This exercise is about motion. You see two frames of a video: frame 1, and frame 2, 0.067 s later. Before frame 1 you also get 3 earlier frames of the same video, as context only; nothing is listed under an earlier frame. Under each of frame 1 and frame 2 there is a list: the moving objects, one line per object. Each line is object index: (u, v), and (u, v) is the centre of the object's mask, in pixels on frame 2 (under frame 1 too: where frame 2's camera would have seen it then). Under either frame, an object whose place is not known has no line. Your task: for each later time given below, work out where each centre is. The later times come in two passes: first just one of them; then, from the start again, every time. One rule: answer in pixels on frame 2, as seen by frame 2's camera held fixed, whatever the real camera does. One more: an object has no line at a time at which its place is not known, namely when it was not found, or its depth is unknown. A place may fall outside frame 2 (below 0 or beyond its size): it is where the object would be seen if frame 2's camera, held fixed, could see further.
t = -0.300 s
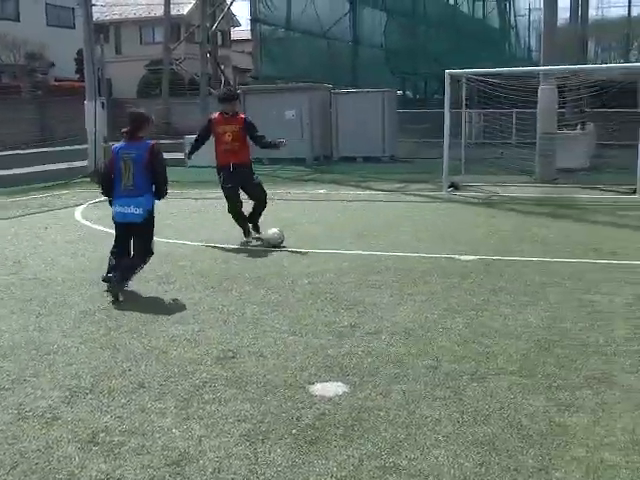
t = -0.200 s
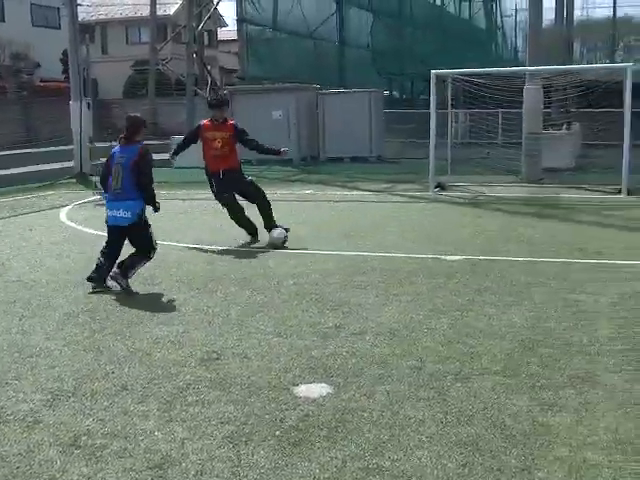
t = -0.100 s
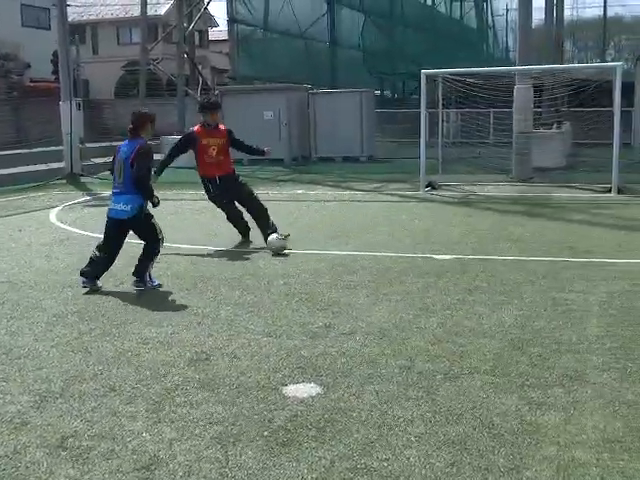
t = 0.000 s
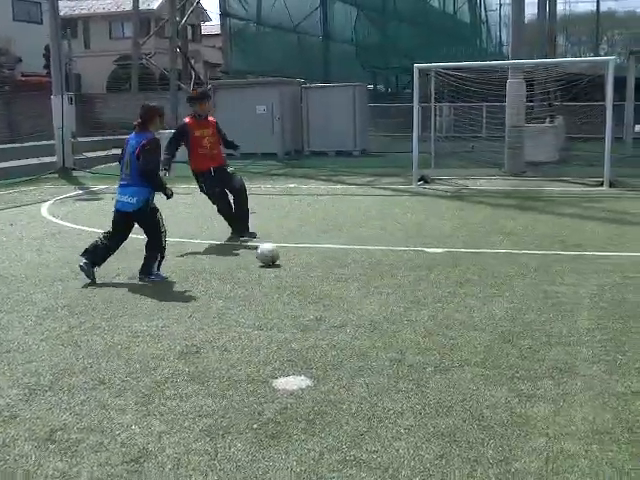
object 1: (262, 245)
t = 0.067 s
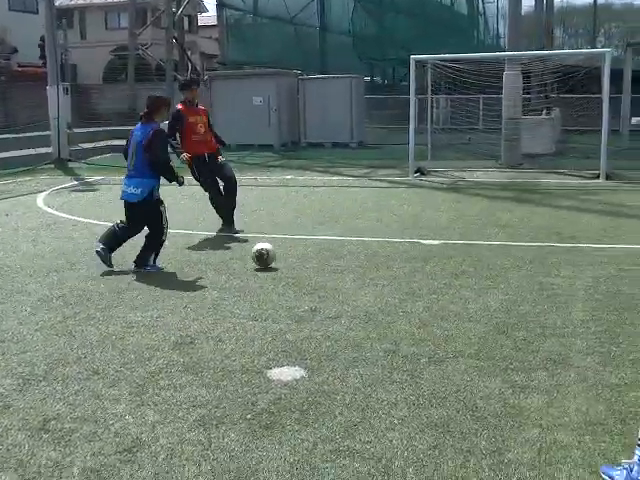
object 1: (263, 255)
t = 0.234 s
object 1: (264, 292)
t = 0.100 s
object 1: (263, 262)
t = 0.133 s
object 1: (263, 269)
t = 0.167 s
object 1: (264, 275)
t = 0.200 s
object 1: (263, 283)
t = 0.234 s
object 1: (264, 292)
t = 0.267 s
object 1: (264, 299)
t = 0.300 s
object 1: (264, 308)
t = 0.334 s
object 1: (265, 317)
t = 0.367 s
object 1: (266, 326)
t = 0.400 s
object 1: (267, 336)
